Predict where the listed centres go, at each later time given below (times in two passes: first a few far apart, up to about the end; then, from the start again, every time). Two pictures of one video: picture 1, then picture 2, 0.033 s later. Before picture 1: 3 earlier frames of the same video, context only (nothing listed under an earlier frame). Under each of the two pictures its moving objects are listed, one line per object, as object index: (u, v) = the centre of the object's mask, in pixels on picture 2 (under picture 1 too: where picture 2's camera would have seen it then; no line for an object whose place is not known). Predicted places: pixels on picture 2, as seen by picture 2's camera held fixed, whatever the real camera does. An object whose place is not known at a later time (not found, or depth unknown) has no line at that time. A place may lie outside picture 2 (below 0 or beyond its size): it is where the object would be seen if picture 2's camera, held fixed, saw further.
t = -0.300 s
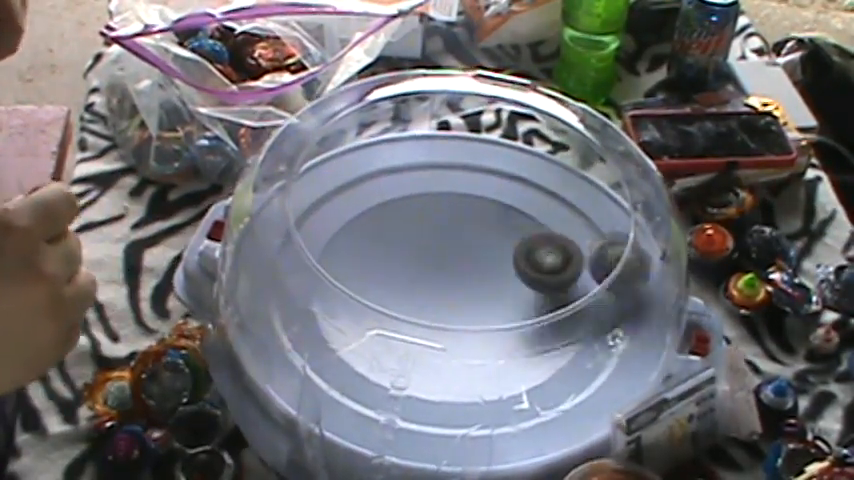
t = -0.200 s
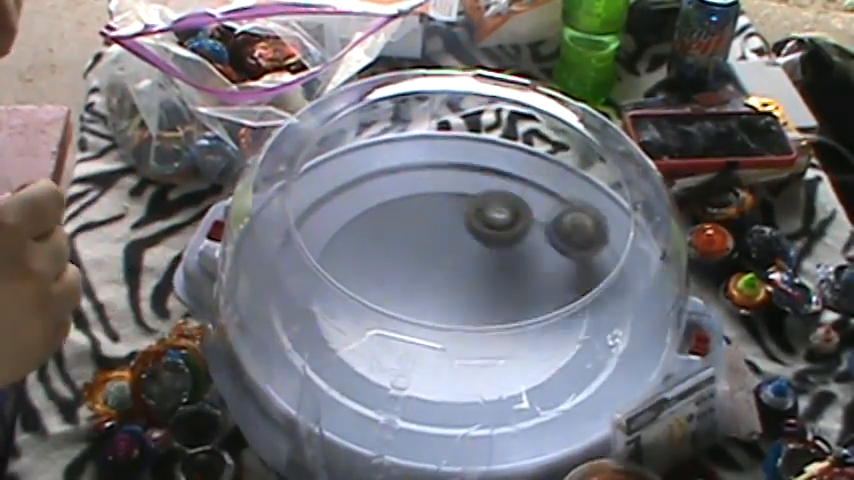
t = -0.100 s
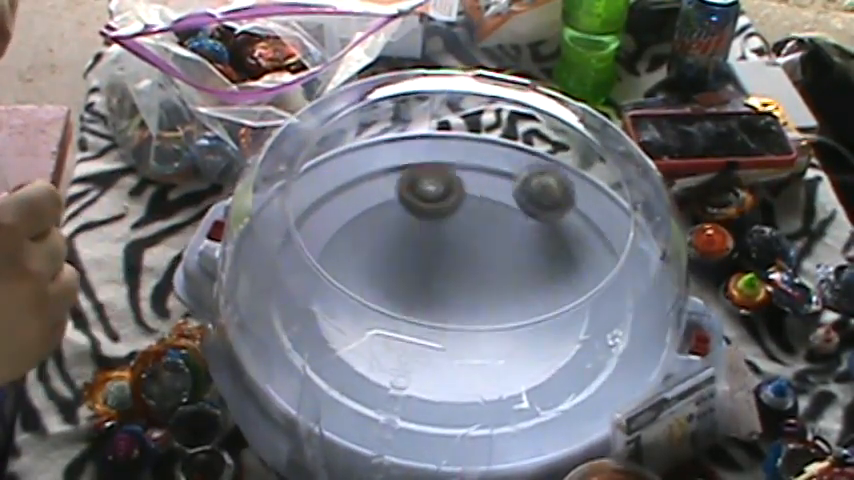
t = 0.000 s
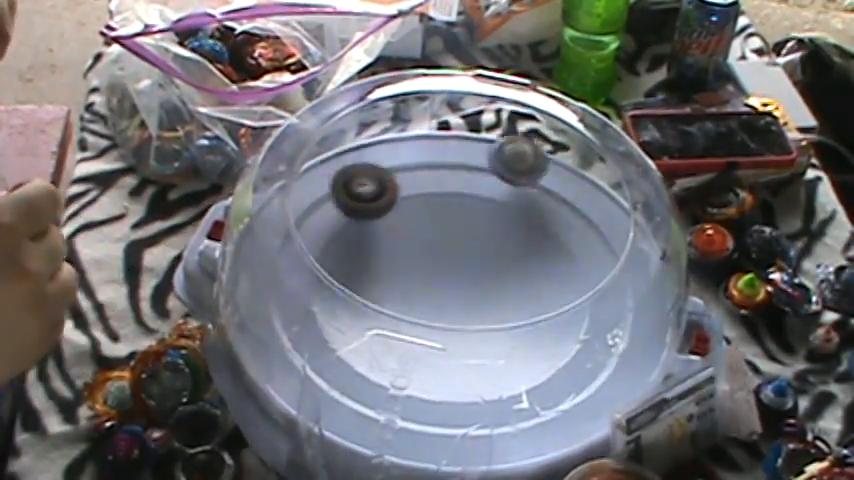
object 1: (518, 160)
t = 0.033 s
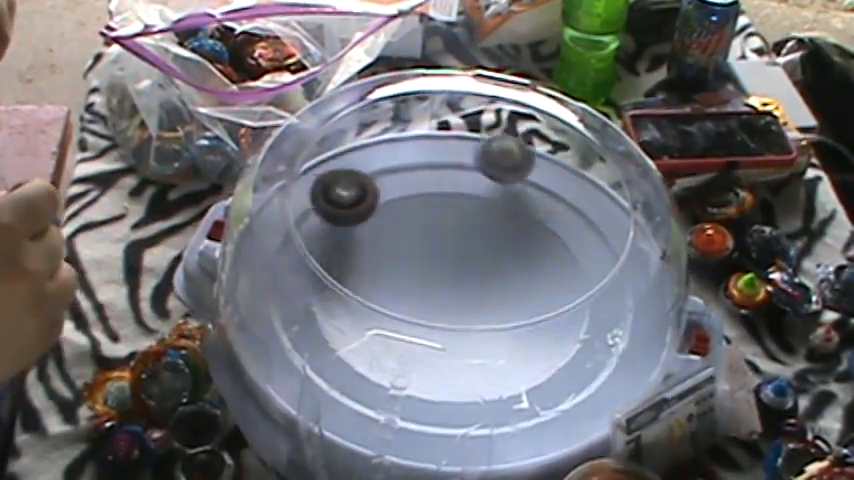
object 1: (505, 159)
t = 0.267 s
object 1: (403, 158)
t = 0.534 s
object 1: (359, 190)
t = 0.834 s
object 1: (479, 329)
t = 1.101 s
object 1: (637, 316)
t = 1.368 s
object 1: (635, 242)
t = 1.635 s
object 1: (575, 175)
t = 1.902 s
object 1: (476, 179)
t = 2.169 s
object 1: (341, 306)
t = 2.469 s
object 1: (487, 410)
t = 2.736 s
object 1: (560, 249)
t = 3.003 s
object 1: (372, 195)
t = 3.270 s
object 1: (260, 294)
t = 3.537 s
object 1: (406, 389)
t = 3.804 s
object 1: (602, 342)
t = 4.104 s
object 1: (549, 174)
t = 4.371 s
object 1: (479, 173)
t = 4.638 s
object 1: (524, 175)
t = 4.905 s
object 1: (527, 179)
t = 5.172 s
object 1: (462, 223)
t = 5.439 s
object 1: (371, 265)
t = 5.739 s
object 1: (449, 299)
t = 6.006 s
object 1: (533, 280)
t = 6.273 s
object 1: (428, 227)
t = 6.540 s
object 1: (391, 352)
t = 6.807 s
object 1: (570, 343)
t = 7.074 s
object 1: (596, 252)
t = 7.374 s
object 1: (436, 204)
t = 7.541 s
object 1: (345, 252)
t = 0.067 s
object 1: (489, 158)
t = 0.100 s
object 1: (472, 157)
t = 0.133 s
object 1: (456, 157)
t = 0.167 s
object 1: (441, 156)
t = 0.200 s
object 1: (428, 155)
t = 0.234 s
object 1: (416, 156)
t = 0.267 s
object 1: (403, 158)
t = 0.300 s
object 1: (389, 163)
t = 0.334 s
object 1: (378, 167)
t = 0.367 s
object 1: (368, 170)
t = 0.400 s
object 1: (361, 174)
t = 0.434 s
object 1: (357, 178)
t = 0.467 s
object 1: (355, 182)
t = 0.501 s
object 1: (356, 186)
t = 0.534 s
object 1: (359, 190)
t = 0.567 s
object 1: (365, 196)
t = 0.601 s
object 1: (373, 206)
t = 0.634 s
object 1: (381, 219)
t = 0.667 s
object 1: (391, 238)
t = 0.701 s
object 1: (402, 258)
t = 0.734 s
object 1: (415, 279)
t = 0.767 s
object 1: (433, 298)
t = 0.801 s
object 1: (454, 312)
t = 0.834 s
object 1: (479, 329)
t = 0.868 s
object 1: (504, 337)
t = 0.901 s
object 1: (528, 342)
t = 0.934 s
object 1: (553, 346)
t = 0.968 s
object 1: (573, 343)
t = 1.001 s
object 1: (592, 342)
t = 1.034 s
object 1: (611, 337)
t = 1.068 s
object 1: (627, 328)
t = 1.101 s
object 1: (637, 316)
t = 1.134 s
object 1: (646, 307)
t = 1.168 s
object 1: (646, 299)
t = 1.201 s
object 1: (641, 286)
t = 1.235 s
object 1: (635, 275)
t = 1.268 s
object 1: (637, 261)
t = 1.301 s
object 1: (638, 253)
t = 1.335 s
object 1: (637, 250)
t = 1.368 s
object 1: (635, 242)
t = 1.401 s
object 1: (627, 222)
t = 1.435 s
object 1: (615, 212)
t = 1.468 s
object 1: (610, 206)
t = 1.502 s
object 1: (605, 196)
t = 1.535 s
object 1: (600, 192)
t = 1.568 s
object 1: (593, 185)
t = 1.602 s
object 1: (586, 179)
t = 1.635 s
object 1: (575, 175)
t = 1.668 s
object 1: (565, 172)
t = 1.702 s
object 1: (555, 173)
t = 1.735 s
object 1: (547, 171)
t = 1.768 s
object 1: (532, 174)
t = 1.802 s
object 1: (517, 175)
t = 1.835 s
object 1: (505, 175)
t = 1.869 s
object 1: (491, 176)
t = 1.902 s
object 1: (476, 179)
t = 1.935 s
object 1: (461, 187)
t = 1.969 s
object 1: (442, 195)
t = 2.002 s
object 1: (420, 204)
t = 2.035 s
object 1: (399, 220)
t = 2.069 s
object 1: (378, 238)
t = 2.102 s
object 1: (362, 259)
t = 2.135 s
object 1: (355, 273)
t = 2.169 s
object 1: (341, 306)
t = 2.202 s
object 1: (339, 324)
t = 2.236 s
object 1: (349, 345)
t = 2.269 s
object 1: (362, 367)
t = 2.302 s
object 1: (376, 392)
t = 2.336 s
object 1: (397, 401)
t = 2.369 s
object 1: (422, 411)
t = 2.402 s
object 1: (448, 421)
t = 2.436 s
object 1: (474, 430)
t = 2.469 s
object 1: (487, 410)
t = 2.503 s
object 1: (501, 394)
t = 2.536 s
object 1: (514, 377)
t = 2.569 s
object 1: (531, 360)
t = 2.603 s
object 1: (545, 342)
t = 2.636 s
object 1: (559, 323)
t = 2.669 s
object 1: (562, 292)
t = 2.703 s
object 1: (569, 269)
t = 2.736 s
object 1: (560, 249)
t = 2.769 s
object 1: (546, 237)
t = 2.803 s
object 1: (527, 224)
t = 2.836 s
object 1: (507, 212)
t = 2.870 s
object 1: (485, 203)
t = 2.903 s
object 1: (458, 197)
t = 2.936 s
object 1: (429, 195)
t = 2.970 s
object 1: (400, 194)
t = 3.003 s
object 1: (372, 195)
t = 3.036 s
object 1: (345, 203)
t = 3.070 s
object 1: (322, 212)
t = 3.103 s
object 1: (300, 222)
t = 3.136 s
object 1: (283, 232)
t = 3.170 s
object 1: (271, 245)
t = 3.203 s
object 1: (267, 262)
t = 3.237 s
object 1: (261, 278)
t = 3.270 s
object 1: (260, 294)
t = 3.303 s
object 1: (268, 311)
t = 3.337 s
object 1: (279, 325)
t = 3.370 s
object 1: (291, 338)
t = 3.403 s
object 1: (309, 350)
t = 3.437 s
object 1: (328, 364)
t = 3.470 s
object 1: (352, 376)
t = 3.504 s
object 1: (380, 384)
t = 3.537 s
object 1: (406, 389)
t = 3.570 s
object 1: (433, 390)
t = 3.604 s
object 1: (462, 392)
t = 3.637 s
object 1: (489, 388)
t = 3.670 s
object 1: (517, 384)
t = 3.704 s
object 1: (541, 377)
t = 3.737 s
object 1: (563, 368)
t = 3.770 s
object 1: (586, 355)
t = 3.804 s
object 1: (602, 342)
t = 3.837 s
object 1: (616, 325)
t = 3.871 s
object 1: (625, 309)
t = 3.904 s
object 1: (634, 292)
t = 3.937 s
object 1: (628, 269)
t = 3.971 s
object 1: (610, 244)
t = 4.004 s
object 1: (604, 227)
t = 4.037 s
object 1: (590, 207)
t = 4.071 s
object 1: (570, 191)
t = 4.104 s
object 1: (549, 174)
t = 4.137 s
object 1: (521, 164)
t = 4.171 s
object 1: (492, 158)
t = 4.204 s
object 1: (462, 153)
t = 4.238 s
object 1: (464, 157)
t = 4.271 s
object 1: (468, 162)
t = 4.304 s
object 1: (472, 167)
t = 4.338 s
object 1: (475, 170)
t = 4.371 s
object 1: (479, 173)
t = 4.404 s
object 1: (484, 175)
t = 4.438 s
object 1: (489, 177)
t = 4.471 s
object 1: (495, 178)
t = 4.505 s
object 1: (502, 179)
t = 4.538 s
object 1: (509, 179)
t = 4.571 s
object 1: (515, 178)
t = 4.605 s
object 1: (520, 177)
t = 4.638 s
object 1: (524, 175)
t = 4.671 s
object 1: (529, 174)
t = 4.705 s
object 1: (535, 173)
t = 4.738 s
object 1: (537, 172)
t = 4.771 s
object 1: (534, 173)
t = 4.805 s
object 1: (530, 174)
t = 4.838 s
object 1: (528, 176)
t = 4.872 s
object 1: (528, 178)
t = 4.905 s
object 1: (527, 179)
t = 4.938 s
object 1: (524, 181)
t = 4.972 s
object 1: (521, 183)
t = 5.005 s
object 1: (517, 187)
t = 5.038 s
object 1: (513, 191)
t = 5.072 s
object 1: (505, 198)
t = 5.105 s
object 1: (493, 203)
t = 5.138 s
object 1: (479, 213)
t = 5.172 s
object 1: (462, 223)
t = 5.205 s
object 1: (444, 235)
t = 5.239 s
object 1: (425, 249)
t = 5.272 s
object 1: (407, 266)
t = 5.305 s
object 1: (396, 282)
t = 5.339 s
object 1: (391, 288)
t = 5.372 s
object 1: (381, 279)
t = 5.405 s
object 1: (376, 273)
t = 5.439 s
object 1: (371, 265)
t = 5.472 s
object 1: (371, 260)
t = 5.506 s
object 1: (377, 256)
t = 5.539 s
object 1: (383, 256)
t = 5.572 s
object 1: (389, 258)
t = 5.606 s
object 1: (398, 264)
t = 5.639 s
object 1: (409, 272)
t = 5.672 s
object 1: (420, 280)
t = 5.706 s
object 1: (434, 291)
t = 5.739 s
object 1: (449, 299)
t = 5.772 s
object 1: (465, 303)
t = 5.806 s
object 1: (480, 306)
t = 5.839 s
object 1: (495, 305)
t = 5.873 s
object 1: (508, 303)
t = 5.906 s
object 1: (519, 300)
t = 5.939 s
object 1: (526, 295)
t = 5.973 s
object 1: (531, 288)
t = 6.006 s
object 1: (533, 280)
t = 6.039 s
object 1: (531, 269)
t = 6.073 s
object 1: (525, 258)
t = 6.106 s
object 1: (515, 246)
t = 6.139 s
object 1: (503, 236)
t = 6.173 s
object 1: (483, 228)
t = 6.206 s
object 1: (465, 222)
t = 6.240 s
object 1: (448, 224)
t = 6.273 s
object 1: (428, 227)
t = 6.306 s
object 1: (409, 233)
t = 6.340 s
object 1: (394, 243)
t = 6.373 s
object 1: (381, 253)
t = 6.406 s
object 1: (373, 271)
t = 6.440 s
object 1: (374, 281)
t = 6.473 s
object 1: (375, 301)
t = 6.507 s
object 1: (381, 324)
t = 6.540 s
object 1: (391, 352)
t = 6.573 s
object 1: (410, 354)
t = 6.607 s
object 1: (436, 361)
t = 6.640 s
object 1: (460, 366)
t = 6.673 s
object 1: (485, 369)
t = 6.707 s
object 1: (508, 367)
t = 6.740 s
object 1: (532, 362)
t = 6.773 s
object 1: (552, 352)
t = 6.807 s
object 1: (570, 343)
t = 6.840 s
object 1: (587, 333)
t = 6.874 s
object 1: (598, 323)
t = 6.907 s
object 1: (608, 314)
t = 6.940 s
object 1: (612, 301)
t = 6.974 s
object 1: (614, 289)
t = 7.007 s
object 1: (612, 274)
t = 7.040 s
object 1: (607, 264)
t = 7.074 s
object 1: (596, 252)
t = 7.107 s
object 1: (591, 246)
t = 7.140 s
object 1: (580, 236)
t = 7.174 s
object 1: (567, 229)
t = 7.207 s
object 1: (550, 223)
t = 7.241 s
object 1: (531, 214)
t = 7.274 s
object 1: (510, 210)
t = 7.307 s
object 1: (486, 206)
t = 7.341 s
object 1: (461, 204)
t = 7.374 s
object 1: (436, 204)
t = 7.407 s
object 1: (414, 209)
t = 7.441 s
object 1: (392, 216)
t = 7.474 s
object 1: (372, 227)
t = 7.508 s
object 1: (358, 238)
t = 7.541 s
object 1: (345, 252)
